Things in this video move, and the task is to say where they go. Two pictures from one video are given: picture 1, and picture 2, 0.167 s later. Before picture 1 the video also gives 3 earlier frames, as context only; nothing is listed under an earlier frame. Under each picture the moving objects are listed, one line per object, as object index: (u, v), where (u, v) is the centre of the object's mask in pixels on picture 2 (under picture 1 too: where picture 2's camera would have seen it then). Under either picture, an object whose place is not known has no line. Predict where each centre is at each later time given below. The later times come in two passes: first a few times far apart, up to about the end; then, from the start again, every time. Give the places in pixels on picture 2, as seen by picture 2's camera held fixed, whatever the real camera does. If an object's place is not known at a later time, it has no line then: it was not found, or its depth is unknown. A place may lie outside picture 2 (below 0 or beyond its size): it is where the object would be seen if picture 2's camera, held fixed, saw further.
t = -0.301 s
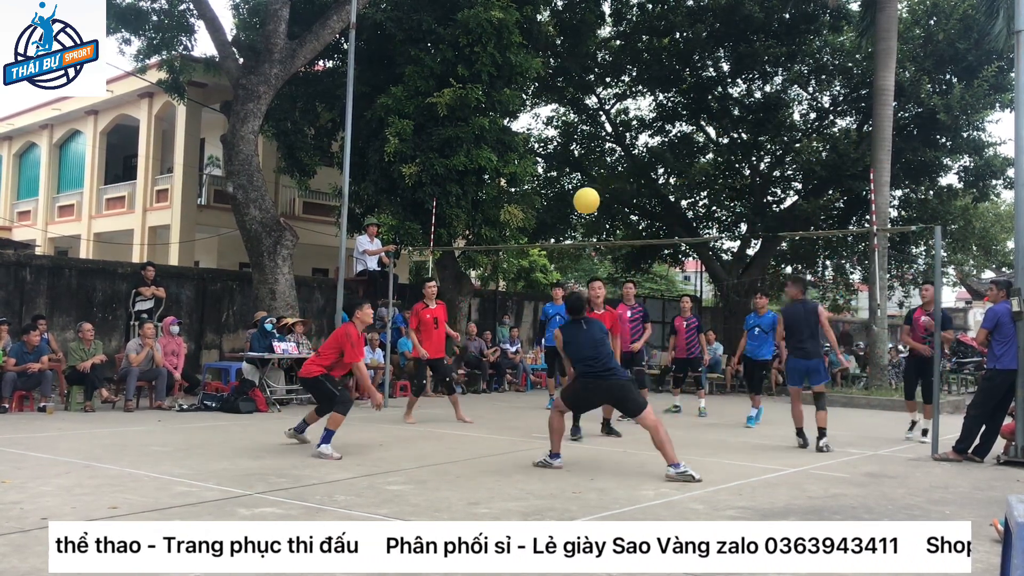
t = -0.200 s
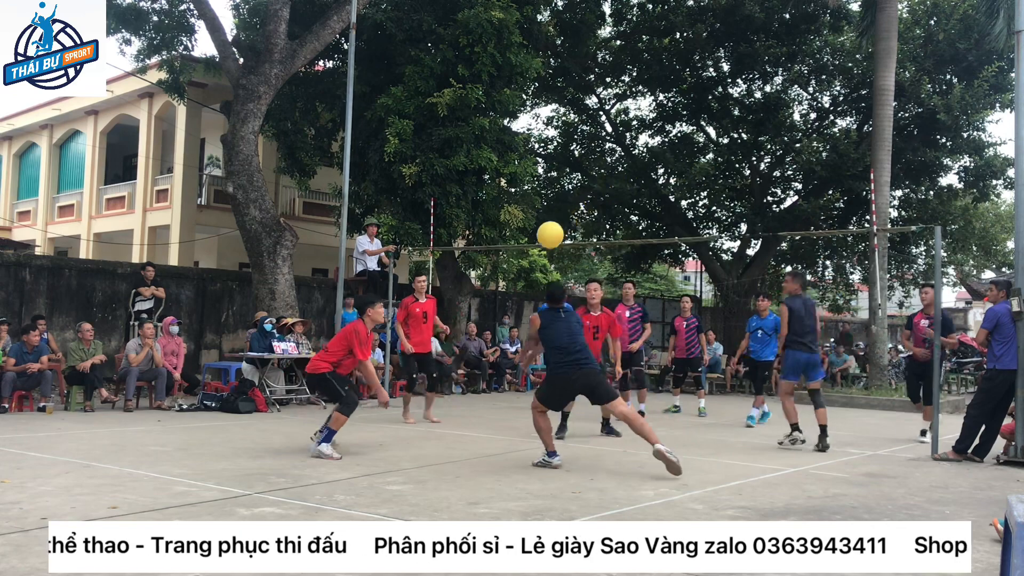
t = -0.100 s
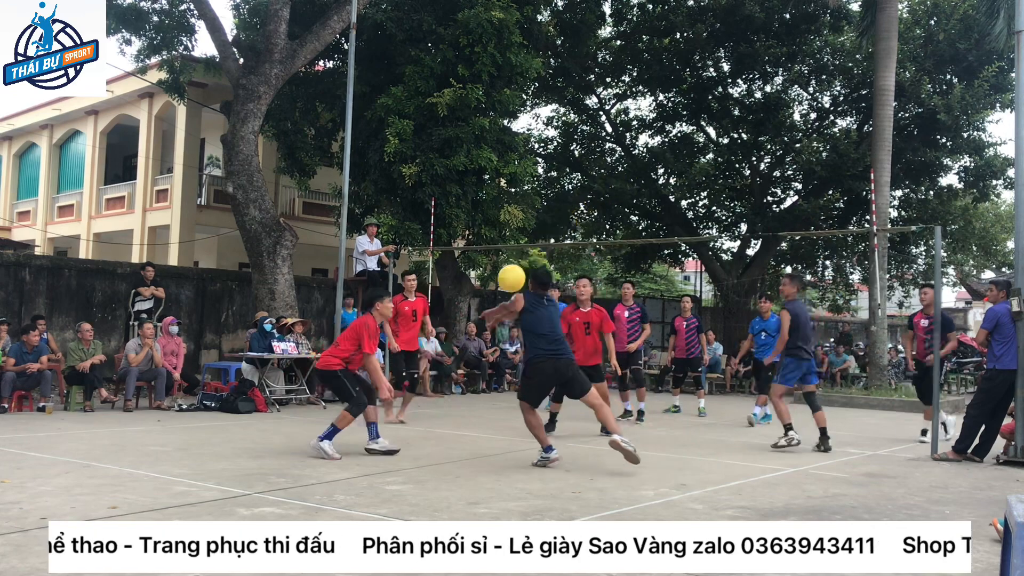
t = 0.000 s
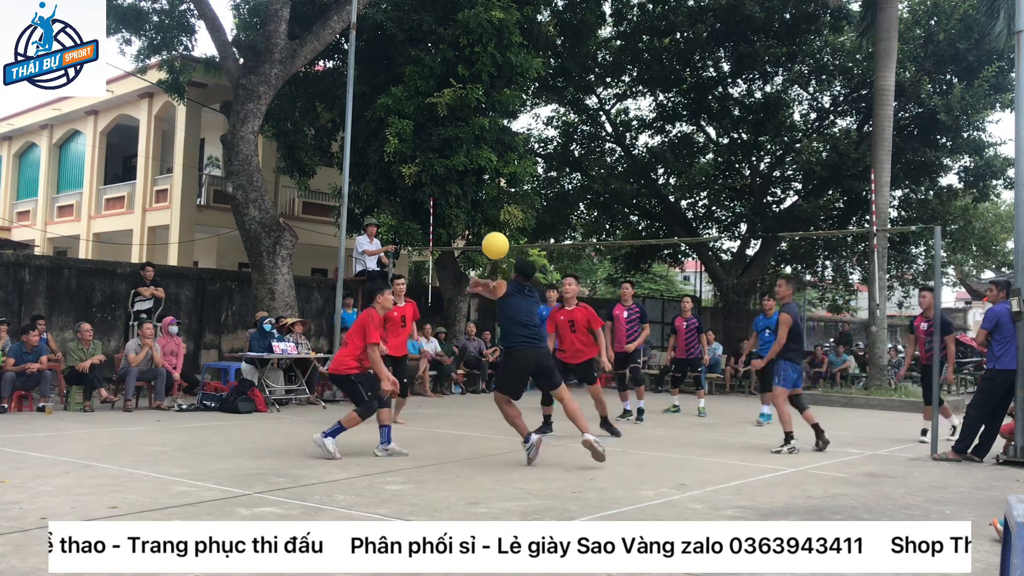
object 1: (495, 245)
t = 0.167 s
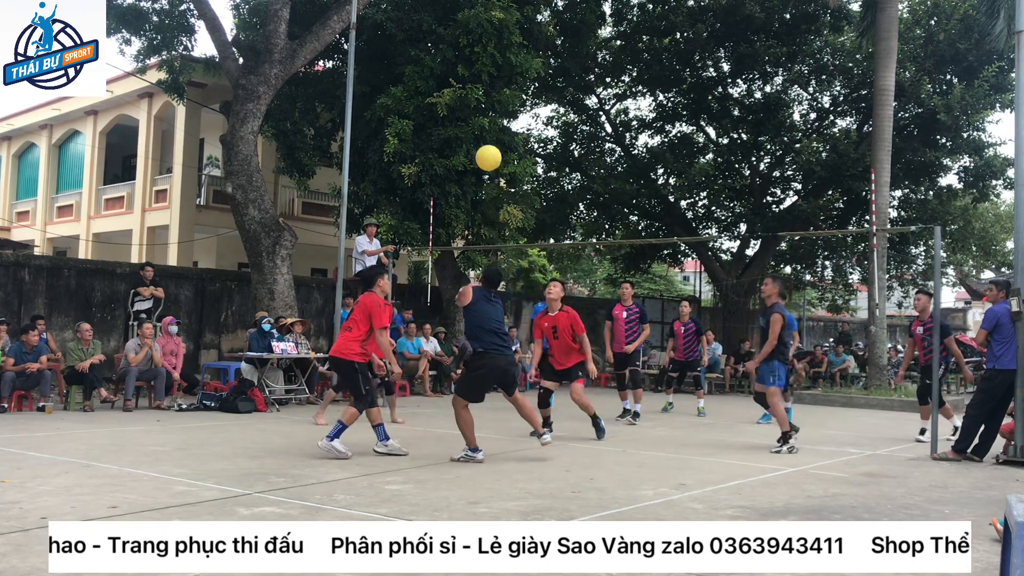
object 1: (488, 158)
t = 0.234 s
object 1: (485, 134)
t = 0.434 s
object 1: (473, 92)
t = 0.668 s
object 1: (460, 95)
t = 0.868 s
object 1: (450, 134)
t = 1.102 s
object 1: (437, 217)
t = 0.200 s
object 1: (487, 145)
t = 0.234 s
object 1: (485, 134)
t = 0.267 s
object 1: (483, 124)
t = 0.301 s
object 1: (481, 115)
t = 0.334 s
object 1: (479, 108)
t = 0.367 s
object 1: (477, 101)
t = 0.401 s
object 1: (475, 96)
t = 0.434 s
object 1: (473, 92)
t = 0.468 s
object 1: (471, 90)
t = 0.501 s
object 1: (469, 88)
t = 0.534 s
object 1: (468, 88)
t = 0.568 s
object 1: (466, 88)
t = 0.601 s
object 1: (464, 89)
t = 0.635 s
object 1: (462, 92)
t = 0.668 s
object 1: (460, 95)
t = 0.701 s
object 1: (458, 99)
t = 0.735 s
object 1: (456, 105)
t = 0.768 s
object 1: (455, 111)
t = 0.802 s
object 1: (453, 118)
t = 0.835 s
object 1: (451, 125)
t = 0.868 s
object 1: (450, 134)
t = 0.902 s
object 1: (448, 144)
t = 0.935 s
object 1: (446, 154)
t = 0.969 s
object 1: (445, 165)
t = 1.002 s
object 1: (443, 177)
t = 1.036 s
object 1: (441, 189)
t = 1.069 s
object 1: (439, 203)
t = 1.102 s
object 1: (437, 217)
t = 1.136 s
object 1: (436, 232)
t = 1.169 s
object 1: (434, 247)
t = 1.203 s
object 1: (432, 263)
